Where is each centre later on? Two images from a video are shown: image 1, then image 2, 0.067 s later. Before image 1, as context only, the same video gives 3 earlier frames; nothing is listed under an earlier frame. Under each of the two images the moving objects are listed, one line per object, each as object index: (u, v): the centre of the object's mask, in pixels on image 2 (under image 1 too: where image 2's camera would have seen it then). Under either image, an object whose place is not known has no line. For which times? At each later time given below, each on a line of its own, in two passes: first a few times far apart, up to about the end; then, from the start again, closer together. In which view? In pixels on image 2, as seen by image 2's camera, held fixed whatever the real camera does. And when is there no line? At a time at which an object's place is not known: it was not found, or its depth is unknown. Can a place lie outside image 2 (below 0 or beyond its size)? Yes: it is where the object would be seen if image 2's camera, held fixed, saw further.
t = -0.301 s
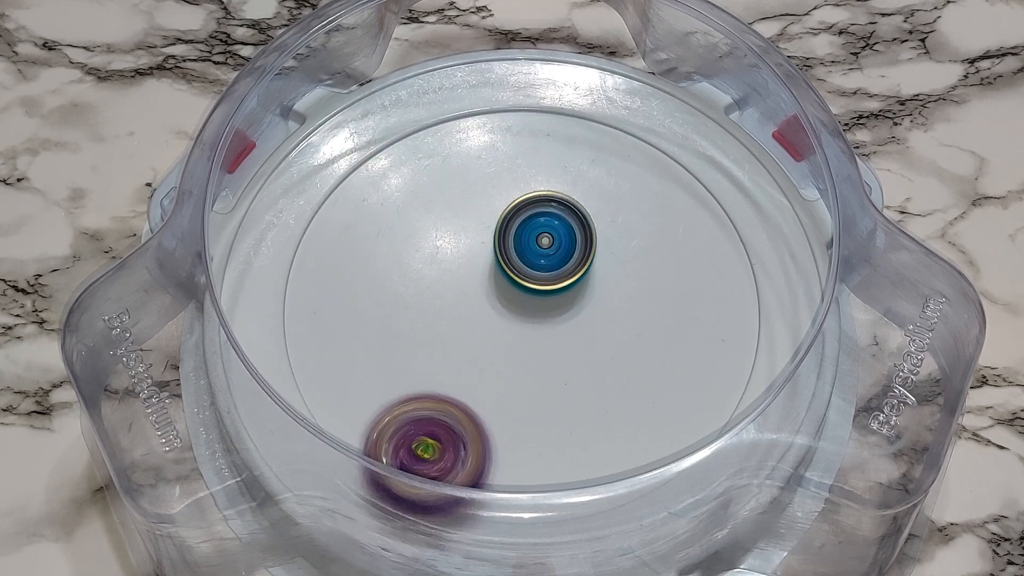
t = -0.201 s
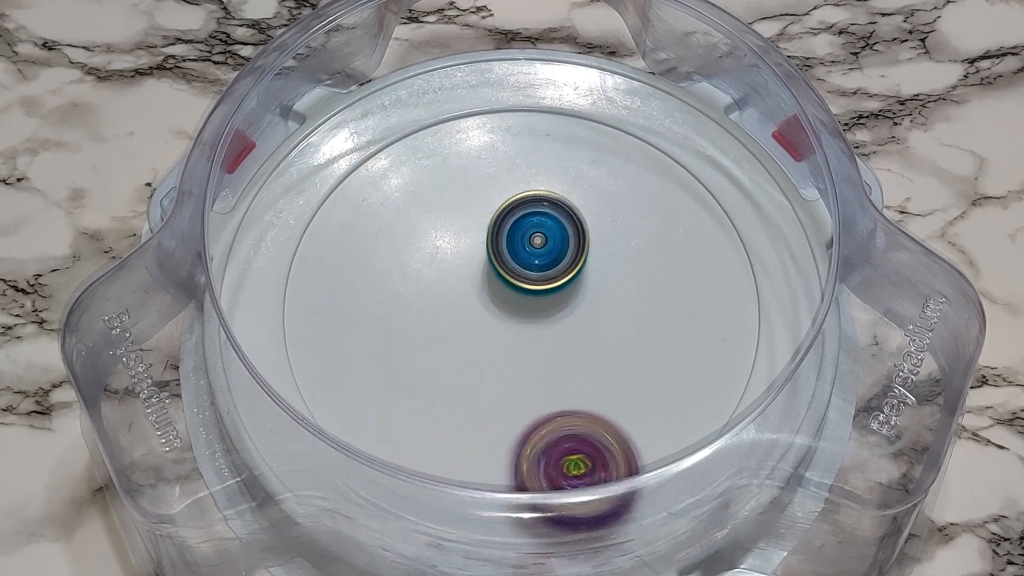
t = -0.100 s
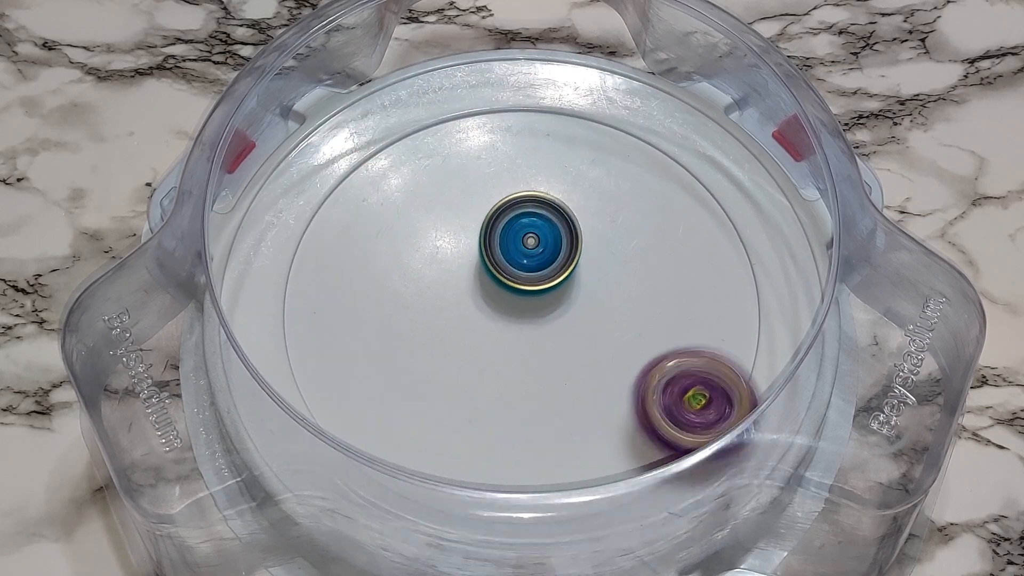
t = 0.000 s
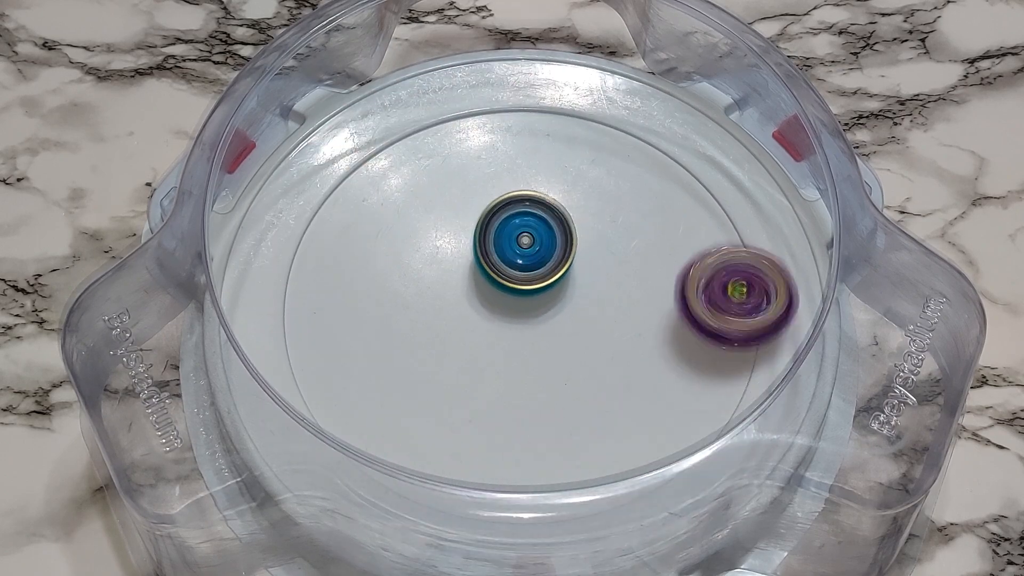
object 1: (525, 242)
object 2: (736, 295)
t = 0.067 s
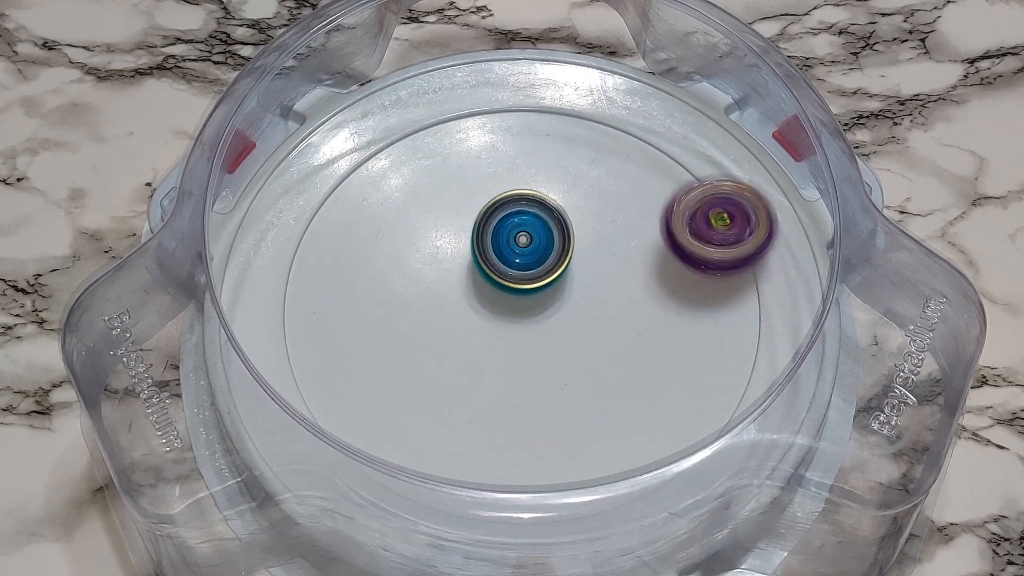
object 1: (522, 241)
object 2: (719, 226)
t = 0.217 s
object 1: (520, 241)
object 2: (583, 129)
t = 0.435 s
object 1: (512, 244)
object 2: (359, 208)
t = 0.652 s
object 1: (497, 254)
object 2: (411, 421)
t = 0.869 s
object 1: (485, 260)
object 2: (658, 387)
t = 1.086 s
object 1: (478, 267)
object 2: (638, 198)
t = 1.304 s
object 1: (479, 269)
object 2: (440, 175)
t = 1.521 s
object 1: (492, 290)
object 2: (314, 300)
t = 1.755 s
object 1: (493, 301)
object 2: (493, 410)
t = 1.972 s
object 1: (495, 304)
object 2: (633, 292)
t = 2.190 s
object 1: (498, 304)
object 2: (576, 178)
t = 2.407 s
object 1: (501, 302)
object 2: (469, 190)
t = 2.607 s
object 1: (517, 330)
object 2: (411, 266)
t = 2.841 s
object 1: (554, 367)
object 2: (429, 356)
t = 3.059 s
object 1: (595, 344)
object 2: (476, 357)
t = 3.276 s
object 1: (640, 240)
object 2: (379, 343)
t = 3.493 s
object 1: (523, 227)
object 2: (412, 341)
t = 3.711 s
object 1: (471, 188)
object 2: (452, 303)
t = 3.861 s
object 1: (529, 116)
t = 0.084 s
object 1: (522, 241)
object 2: (709, 210)
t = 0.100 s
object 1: (522, 240)
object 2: (698, 195)
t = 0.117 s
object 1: (522, 240)
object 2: (685, 181)
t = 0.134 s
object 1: (521, 240)
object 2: (671, 169)
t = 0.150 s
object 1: (521, 240)
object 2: (655, 158)
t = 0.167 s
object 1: (521, 241)
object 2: (638, 149)
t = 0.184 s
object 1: (521, 241)
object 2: (621, 140)
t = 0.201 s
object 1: (520, 241)
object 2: (603, 134)
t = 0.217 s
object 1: (520, 241)
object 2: (583, 129)
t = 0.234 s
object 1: (520, 241)
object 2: (563, 126)
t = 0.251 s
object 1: (519, 241)
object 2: (543, 125)
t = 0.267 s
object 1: (519, 241)
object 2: (525, 124)
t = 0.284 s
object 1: (518, 241)
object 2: (505, 125)
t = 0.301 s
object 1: (518, 242)
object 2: (485, 128)
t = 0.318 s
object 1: (517, 242)
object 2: (466, 134)
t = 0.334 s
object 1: (517, 242)
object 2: (447, 140)
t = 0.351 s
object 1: (516, 242)
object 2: (430, 148)
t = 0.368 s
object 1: (516, 242)
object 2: (414, 156)
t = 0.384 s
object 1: (515, 243)
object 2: (399, 167)
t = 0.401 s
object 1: (514, 243)
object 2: (383, 180)
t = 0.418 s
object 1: (513, 244)
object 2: (370, 193)
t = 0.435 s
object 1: (512, 244)
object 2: (359, 208)
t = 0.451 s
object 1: (511, 245)
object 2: (349, 223)
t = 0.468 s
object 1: (509, 245)
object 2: (341, 240)
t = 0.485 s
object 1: (508, 247)
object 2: (335, 257)
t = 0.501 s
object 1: (507, 247)
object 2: (332, 276)
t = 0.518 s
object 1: (505, 248)
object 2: (332, 294)
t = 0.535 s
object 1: (504, 249)
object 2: (333, 312)
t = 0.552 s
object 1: (503, 250)
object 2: (336, 330)
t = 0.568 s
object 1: (502, 251)
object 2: (343, 348)
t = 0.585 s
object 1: (501, 252)
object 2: (352, 366)
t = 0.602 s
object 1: (500, 252)
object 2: (364, 383)
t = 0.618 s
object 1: (499, 253)
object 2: (378, 397)
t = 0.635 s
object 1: (498, 253)
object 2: (393, 409)
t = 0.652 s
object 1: (497, 254)
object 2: (411, 421)
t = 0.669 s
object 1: (496, 254)
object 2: (430, 430)
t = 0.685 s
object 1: (496, 254)
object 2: (451, 437)
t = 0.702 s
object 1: (495, 255)
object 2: (471, 441)
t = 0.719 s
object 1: (494, 255)
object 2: (491, 445)
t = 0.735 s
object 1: (493, 256)
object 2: (514, 446)
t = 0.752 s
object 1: (492, 256)
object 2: (537, 445)
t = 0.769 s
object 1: (491, 256)
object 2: (558, 442)
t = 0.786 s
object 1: (490, 257)
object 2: (578, 438)
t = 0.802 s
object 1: (489, 257)
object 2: (597, 431)
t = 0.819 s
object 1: (488, 258)
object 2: (616, 423)
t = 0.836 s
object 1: (487, 258)
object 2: (633, 413)
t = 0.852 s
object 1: (486, 259)
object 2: (646, 400)
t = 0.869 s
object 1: (485, 260)
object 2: (658, 387)
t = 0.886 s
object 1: (484, 260)
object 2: (669, 372)
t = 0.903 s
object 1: (483, 261)
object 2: (676, 357)
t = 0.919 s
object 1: (482, 262)
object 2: (682, 341)
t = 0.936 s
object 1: (481, 262)
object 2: (685, 326)
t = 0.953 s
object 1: (480, 263)
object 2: (688, 310)
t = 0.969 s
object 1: (480, 264)
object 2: (687, 294)
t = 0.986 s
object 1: (479, 264)
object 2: (685, 278)
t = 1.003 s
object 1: (478, 265)
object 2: (681, 263)
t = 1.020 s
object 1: (478, 265)
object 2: (676, 248)
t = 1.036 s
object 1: (477, 265)
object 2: (668, 234)
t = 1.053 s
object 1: (477, 266)
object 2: (659, 221)
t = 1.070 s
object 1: (477, 266)
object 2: (649, 209)
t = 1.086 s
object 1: (478, 267)
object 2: (638, 198)
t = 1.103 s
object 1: (478, 267)
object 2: (625, 187)
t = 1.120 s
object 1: (478, 267)
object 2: (610, 179)
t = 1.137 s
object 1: (479, 268)
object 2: (596, 171)
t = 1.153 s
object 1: (479, 268)
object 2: (581, 165)
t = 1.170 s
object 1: (479, 268)
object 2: (565, 160)
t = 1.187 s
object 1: (479, 268)
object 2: (548, 157)
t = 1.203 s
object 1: (480, 268)
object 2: (532, 156)
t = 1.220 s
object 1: (479, 268)
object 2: (517, 155)
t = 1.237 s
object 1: (479, 268)
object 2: (501, 156)
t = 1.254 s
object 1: (479, 268)
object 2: (484, 159)
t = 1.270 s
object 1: (479, 269)
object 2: (469, 163)
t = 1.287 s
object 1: (479, 269)
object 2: (454, 169)
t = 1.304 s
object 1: (479, 269)
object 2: (440, 175)
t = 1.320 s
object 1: (479, 269)
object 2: (425, 182)
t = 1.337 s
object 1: (482, 271)
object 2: (409, 189)
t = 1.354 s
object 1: (486, 275)
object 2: (392, 194)
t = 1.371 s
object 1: (488, 277)
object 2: (375, 200)
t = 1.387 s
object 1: (490, 279)
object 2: (360, 206)
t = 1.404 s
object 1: (491, 281)
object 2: (348, 215)
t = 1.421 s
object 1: (491, 283)
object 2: (338, 224)
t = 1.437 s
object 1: (492, 284)
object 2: (329, 234)
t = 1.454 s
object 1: (491, 285)
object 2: (321, 245)
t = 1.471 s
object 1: (491, 286)
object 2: (316, 258)
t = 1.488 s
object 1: (491, 287)
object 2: (313, 272)
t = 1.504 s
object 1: (491, 288)
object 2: (313, 286)
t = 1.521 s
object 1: (492, 290)
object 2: (314, 300)
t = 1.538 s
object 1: (491, 291)
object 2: (317, 315)
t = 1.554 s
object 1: (492, 292)
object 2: (323, 330)
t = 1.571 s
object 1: (492, 293)
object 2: (331, 344)
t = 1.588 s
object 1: (492, 294)
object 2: (341, 356)
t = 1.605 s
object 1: (492, 295)
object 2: (353, 368)
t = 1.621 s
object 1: (492, 296)
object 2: (366, 379)
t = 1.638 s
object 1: (492, 297)
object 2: (382, 388)
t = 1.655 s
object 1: (492, 298)
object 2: (397, 396)
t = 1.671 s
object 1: (492, 299)
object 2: (413, 402)
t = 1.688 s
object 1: (492, 299)
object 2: (430, 406)
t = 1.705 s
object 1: (492, 300)
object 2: (447, 409)
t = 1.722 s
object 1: (492, 301)
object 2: (463, 410)
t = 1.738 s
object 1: (492, 301)
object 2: (478, 410)
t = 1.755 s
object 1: (493, 301)
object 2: (493, 410)
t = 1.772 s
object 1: (493, 301)
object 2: (509, 407)
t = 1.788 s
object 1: (493, 302)
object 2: (522, 402)
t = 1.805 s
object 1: (493, 302)
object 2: (534, 397)
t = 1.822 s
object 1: (493, 302)
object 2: (546, 391)
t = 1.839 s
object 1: (493, 303)
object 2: (559, 382)
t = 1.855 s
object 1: (493, 303)
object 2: (572, 374)
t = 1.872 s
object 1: (493, 303)
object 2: (583, 364)
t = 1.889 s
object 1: (493, 303)
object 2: (595, 353)
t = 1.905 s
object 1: (494, 303)
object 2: (606, 342)
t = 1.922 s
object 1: (494, 304)
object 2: (615, 329)
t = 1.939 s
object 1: (494, 304)
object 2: (621, 317)
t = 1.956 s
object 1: (494, 304)
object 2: (628, 305)
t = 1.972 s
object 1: (495, 304)
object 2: (633, 292)
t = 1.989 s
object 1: (495, 304)
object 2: (635, 280)
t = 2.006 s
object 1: (496, 305)
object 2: (636, 270)
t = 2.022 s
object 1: (496, 304)
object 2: (637, 259)
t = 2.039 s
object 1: (496, 304)
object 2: (635, 247)
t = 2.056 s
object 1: (496, 305)
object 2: (632, 237)
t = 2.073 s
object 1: (497, 305)
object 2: (628, 228)
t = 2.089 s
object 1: (497, 305)
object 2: (623, 219)
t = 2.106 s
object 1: (497, 304)
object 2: (616, 209)
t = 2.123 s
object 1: (497, 304)
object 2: (608, 201)
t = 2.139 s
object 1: (497, 304)
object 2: (601, 193)
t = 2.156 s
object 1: (498, 304)
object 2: (594, 187)
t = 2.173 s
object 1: (498, 304)
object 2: (584, 181)
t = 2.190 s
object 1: (498, 304)
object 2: (576, 178)
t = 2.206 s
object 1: (498, 304)
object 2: (568, 175)
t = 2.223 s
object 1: (498, 304)
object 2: (560, 171)
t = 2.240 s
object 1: (499, 304)
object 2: (551, 169)
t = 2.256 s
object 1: (499, 304)
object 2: (543, 168)
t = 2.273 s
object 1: (499, 304)
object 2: (535, 167)
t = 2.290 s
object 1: (499, 303)
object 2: (526, 167)
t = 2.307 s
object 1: (500, 303)
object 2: (517, 169)
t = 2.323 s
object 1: (500, 303)
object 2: (509, 171)
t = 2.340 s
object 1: (500, 303)
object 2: (501, 173)
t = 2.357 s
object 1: (500, 303)
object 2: (492, 176)
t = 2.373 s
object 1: (500, 303)
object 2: (483, 180)
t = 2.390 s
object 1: (501, 302)
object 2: (476, 185)
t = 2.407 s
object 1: (501, 302)
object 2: (469, 190)
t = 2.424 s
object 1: (501, 302)
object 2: (461, 196)
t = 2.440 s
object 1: (501, 302)
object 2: (455, 203)
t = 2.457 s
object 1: (502, 302)
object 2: (449, 210)
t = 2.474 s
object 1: (502, 302)
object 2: (444, 217)
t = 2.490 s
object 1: (505, 305)
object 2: (438, 222)
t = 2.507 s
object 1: (508, 309)
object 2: (431, 227)
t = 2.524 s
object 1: (511, 313)
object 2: (425, 232)
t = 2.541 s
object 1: (513, 316)
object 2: (420, 237)
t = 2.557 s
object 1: (515, 320)
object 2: (417, 244)
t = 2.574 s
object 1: (516, 323)
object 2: (415, 251)
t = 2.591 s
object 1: (516, 327)
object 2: (412, 258)
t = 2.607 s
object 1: (517, 330)
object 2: (411, 266)
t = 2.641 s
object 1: (516, 336)
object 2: (413, 283)
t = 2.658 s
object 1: (518, 339)
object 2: (412, 290)
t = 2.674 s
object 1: (526, 343)
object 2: (405, 296)
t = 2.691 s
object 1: (533, 346)
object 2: (402, 303)
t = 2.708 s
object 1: (539, 350)
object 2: (400, 309)
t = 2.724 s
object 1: (545, 353)
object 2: (398, 316)
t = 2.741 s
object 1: (549, 356)
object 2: (399, 323)
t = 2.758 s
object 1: (552, 359)
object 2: (402, 329)
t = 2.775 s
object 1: (554, 362)
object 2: (405, 335)
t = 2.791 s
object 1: (555, 364)
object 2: (409, 341)
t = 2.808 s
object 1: (555, 365)
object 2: (415, 347)
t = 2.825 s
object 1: (555, 366)
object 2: (422, 352)
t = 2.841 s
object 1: (554, 367)
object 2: (429, 356)
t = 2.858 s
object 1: (558, 367)
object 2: (433, 360)
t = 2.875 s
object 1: (568, 368)
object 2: (430, 362)
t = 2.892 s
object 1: (578, 368)
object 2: (429, 363)
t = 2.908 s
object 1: (586, 367)
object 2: (430, 365)
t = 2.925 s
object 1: (593, 366)
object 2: (432, 367)
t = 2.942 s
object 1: (598, 365)
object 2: (435, 369)
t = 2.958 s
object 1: (602, 363)
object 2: (439, 369)
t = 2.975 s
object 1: (604, 360)
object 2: (444, 370)
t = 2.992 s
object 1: (605, 357)
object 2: (451, 370)
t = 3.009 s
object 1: (604, 355)
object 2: (458, 368)
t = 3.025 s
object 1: (602, 352)
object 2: (464, 365)
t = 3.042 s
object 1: (599, 349)
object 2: (471, 362)
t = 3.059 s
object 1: (595, 344)
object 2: (476, 357)
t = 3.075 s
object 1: (610, 327)
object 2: (461, 351)
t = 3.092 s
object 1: (621, 317)
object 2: (450, 350)
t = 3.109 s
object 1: (630, 308)
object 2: (439, 347)
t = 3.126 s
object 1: (637, 299)
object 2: (430, 346)
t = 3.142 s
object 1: (643, 290)
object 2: (421, 344)
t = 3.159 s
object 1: (647, 281)
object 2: (413, 342)
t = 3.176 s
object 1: (650, 273)
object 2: (406, 341)
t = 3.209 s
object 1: (652, 259)
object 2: (395, 340)
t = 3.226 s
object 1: (651, 253)
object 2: (390, 341)
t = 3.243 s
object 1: (648, 248)
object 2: (387, 341)
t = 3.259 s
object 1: (644, 244)
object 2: (383, 342)
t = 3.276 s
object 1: (640, 240)
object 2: (379, 343)
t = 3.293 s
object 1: (633, 237)
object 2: (377, 344)
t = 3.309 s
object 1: (626, 235)
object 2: (376, 345)
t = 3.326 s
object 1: (618, 233)
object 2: (374, 346)
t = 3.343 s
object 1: (610, 232)
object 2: (374, 348)
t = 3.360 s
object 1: (601, 231)
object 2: (376, 349)
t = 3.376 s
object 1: (592, 231)
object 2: (378, 349)
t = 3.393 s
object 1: (582, 230)
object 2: (380, 350)
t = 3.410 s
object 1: (572, 229)
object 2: (385, 350)
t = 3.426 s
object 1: (562, 229)
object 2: (389, 349)
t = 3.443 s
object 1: (552, 228)
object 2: (394, 348)
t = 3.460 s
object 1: (542, 227)
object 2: (400, 347)
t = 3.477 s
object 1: (532, 227)
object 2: (406, 344)
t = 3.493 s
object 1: (523, 227)
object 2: (412, 341)
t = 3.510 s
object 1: (512, 227)
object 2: (418, 338)
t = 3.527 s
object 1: (503, 228)
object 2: (424, 333)
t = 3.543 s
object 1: (493, 230)
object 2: (430, 327)
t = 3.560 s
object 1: (485, 230)
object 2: (435, 323)
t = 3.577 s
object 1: (476, 230)
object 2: (440, 317)
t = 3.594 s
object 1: (472, 224)
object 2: (442, 317)
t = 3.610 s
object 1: (470, 216)
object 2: (442, 317)
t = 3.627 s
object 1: (469, 208)
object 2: (444, 317)
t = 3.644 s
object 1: (469, 201)
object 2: (445, 316)
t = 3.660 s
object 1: (468, 196)
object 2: (447, 314)
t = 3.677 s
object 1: (468, 192)
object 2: (449, 311)
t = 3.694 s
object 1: (469, 189)
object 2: (450, 307)
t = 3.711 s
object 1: (471, 188)
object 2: (452, 303)
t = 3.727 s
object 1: (472, 187)
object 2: (454, 298)
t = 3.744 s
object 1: (474, 187)
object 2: (454, 294)
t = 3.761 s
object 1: (477, 188)
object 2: (456, 290)
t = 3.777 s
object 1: (479, 190)
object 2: (457, 284)
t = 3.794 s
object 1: (482, 192)
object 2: (457, 280)
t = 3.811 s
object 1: (491, 177)
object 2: (449, 298)
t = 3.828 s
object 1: (504, 152)
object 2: (443, 318)
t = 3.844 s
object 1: (516, 130)
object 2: (438, 339)
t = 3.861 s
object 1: (529, 116)
